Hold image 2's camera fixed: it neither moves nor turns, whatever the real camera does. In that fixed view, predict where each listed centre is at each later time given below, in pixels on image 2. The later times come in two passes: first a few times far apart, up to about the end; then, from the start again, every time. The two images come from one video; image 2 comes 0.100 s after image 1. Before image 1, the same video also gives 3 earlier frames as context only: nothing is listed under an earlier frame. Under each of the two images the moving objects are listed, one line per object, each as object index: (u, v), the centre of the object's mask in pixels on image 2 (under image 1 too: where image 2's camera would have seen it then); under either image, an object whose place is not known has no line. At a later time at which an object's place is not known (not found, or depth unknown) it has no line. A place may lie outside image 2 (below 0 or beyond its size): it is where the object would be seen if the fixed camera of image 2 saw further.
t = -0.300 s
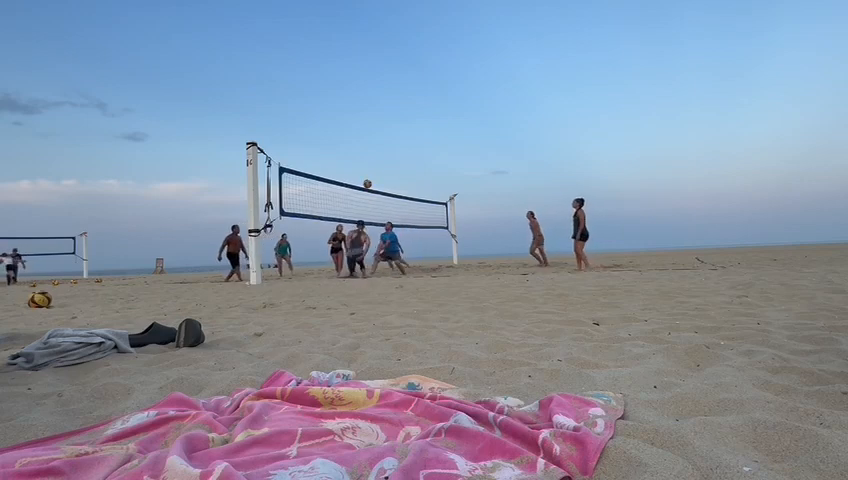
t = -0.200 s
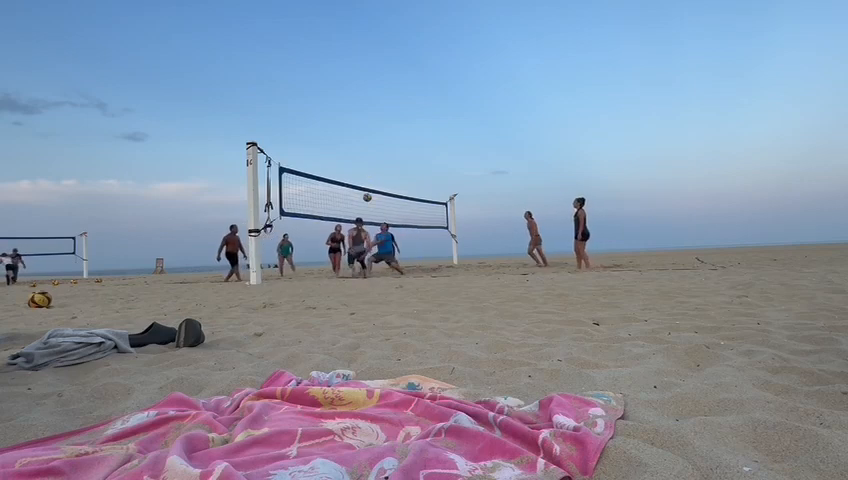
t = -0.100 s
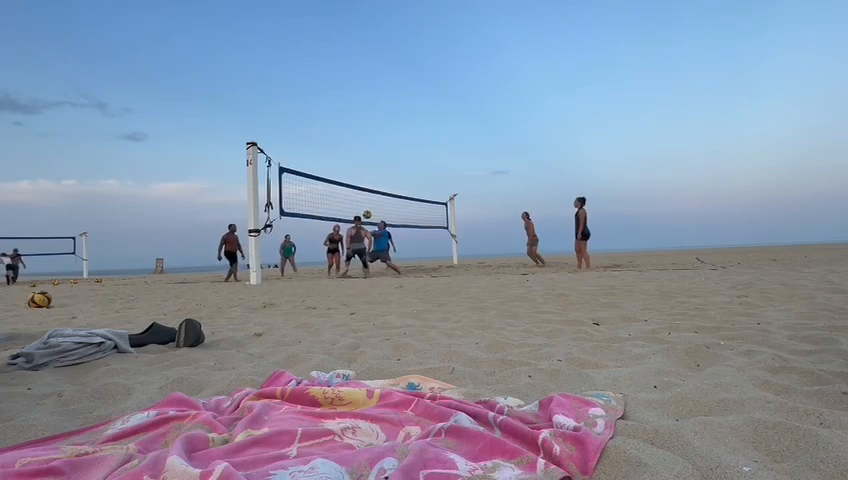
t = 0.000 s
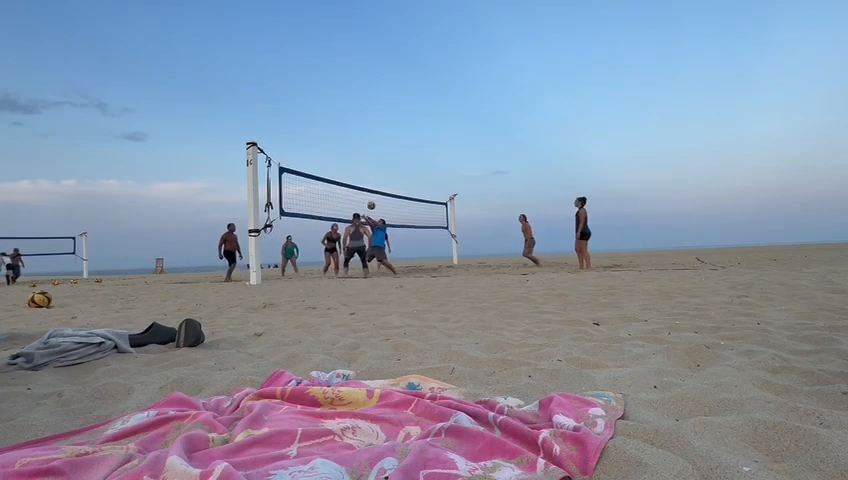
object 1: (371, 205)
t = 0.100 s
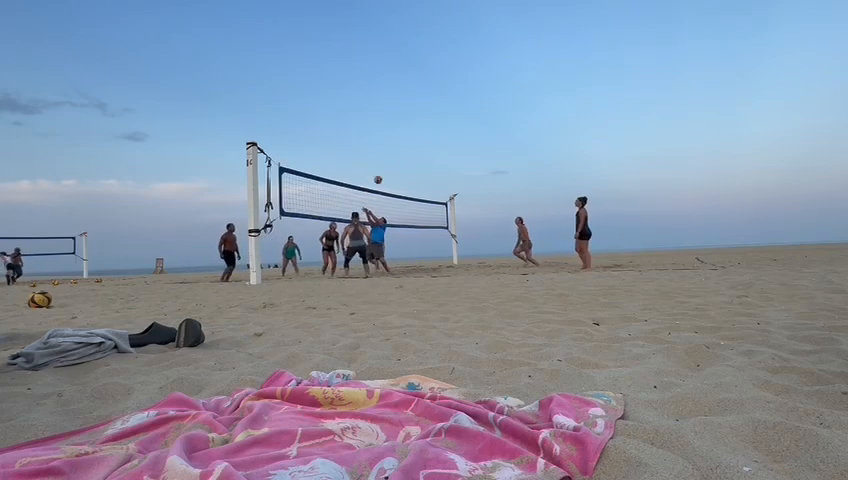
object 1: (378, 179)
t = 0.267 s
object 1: (387, 147)
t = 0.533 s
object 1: (402, 123)
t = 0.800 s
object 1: (414, 125)
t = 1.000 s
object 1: (423, 141)
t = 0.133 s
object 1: (380, 172)
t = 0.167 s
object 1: (382, 165)
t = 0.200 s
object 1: (384, 158)
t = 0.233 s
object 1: (386, 152)
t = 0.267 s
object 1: (387, 147)
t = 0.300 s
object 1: (390, 143)
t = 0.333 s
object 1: (391, 138)
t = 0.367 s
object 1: (393, 135)
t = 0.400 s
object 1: (395, 131)
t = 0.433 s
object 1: (397, 128)
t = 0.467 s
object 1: (399, 126)
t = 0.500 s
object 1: (400, 124)
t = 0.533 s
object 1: (402, 123)
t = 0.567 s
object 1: (404, 122)
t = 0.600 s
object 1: (405, 121)
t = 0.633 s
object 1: (407, 121)
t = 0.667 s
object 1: (408, 121)
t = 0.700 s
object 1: (410, 121)
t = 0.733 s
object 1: (412, 122)
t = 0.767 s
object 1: (413, 123)
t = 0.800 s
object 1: (414, 125)
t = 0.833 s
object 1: (416, 127)
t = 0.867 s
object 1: (417, 129)
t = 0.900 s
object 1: (419, 131)
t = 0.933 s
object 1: (420, 134)
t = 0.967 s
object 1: (421, 138)
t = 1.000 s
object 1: (423, 141)
